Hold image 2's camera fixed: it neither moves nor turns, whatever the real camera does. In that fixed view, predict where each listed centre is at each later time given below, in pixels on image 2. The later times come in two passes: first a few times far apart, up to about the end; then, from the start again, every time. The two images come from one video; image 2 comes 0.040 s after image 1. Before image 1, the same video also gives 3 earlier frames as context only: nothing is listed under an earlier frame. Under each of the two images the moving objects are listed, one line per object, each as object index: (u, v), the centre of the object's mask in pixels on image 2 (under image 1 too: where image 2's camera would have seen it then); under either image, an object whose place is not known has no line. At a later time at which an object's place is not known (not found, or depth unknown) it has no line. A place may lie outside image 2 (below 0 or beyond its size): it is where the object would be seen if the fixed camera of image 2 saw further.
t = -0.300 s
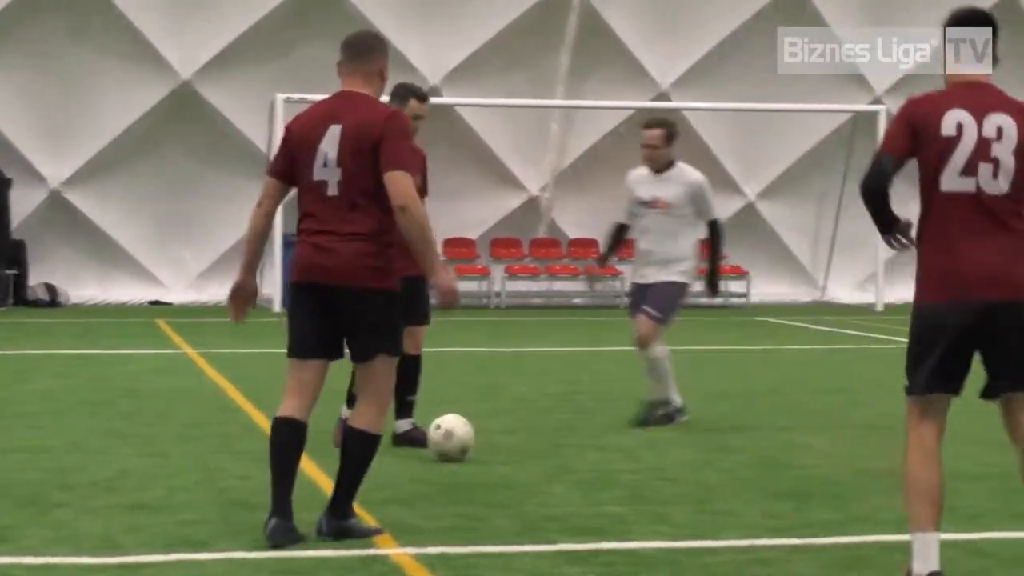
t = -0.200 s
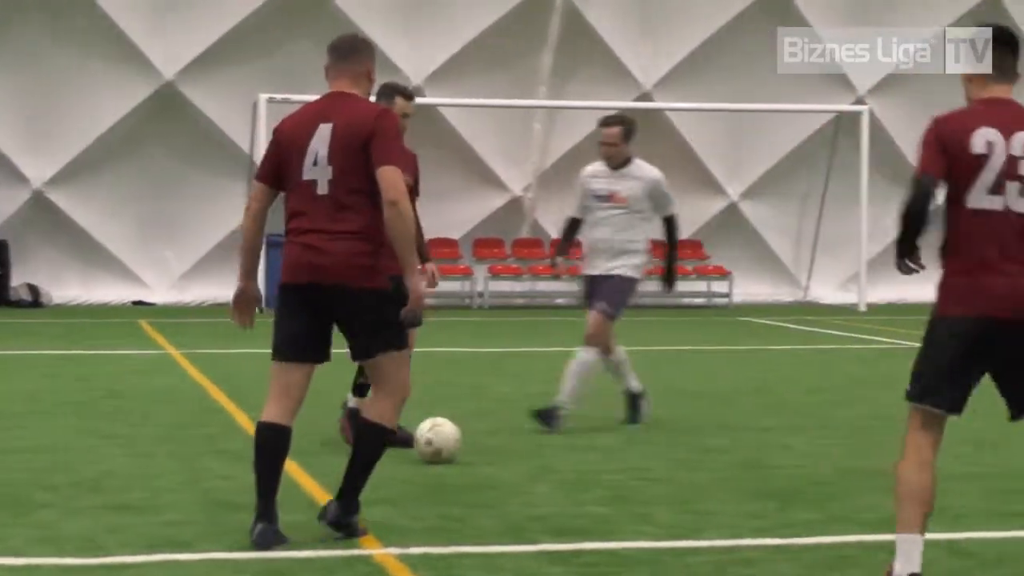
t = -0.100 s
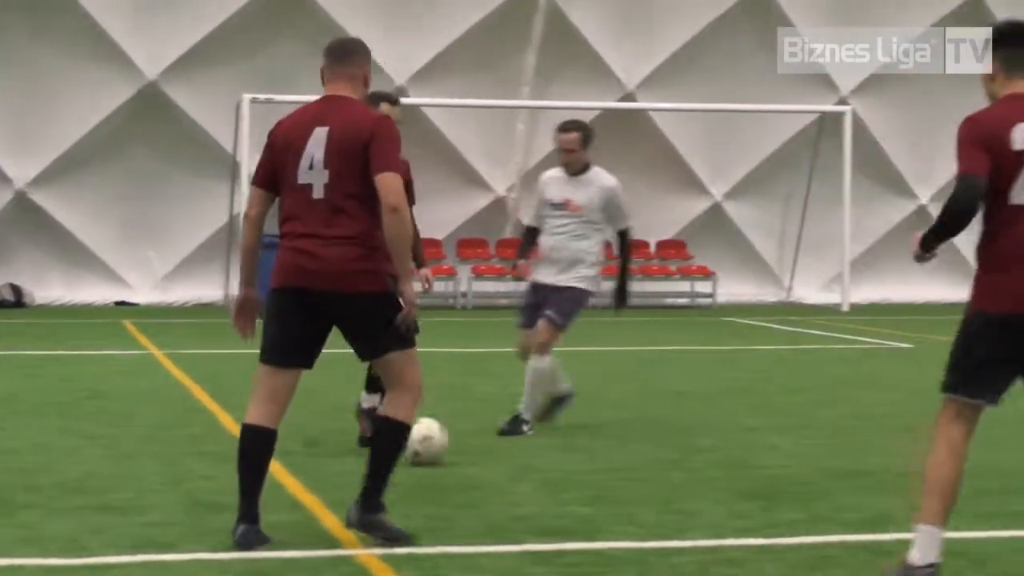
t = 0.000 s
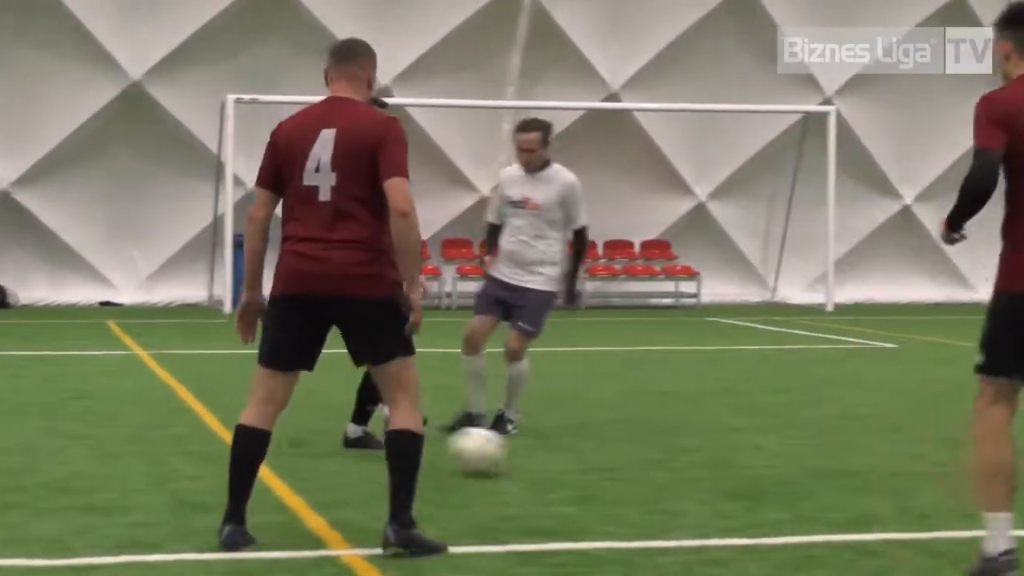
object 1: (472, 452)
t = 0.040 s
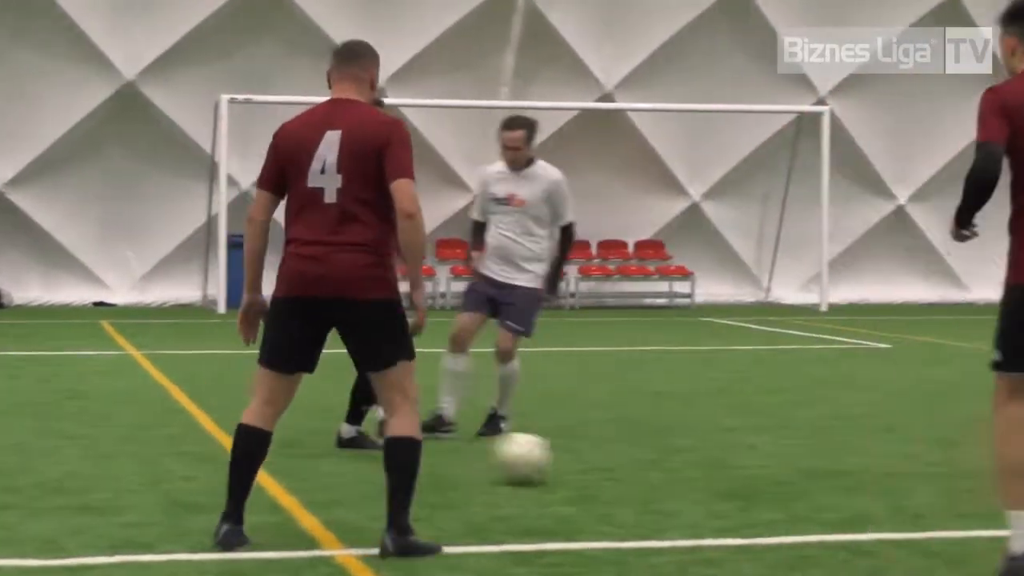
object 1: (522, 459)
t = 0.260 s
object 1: (818, 496)
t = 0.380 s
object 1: (989, 515)
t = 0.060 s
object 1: (548, 462)
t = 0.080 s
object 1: (575, 466)
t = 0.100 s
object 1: (600, 470)
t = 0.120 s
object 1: (626, 473)
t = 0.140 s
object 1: (652, 475)
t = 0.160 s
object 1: (678, 478)
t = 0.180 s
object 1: (706, 481)
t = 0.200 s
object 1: (733, 485)
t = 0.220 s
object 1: (762, 491)
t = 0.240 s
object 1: (790, 494)
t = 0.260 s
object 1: (818, 496)
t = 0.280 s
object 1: (844, 498)
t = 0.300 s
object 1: (870, 498)
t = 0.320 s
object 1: (898, 497)
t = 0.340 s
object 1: (926, 501)
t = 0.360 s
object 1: (957, 504)
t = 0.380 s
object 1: (989, 515)
